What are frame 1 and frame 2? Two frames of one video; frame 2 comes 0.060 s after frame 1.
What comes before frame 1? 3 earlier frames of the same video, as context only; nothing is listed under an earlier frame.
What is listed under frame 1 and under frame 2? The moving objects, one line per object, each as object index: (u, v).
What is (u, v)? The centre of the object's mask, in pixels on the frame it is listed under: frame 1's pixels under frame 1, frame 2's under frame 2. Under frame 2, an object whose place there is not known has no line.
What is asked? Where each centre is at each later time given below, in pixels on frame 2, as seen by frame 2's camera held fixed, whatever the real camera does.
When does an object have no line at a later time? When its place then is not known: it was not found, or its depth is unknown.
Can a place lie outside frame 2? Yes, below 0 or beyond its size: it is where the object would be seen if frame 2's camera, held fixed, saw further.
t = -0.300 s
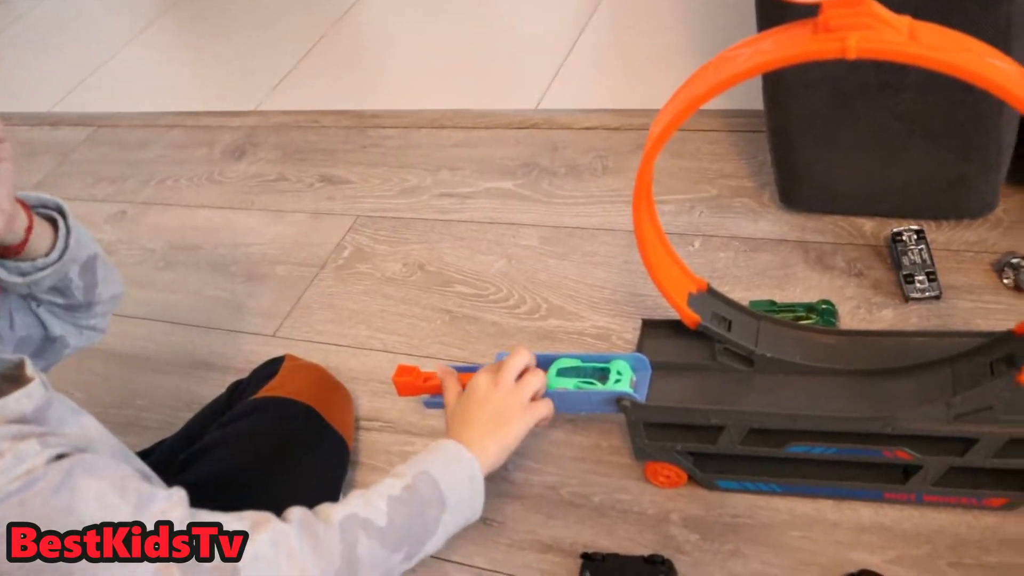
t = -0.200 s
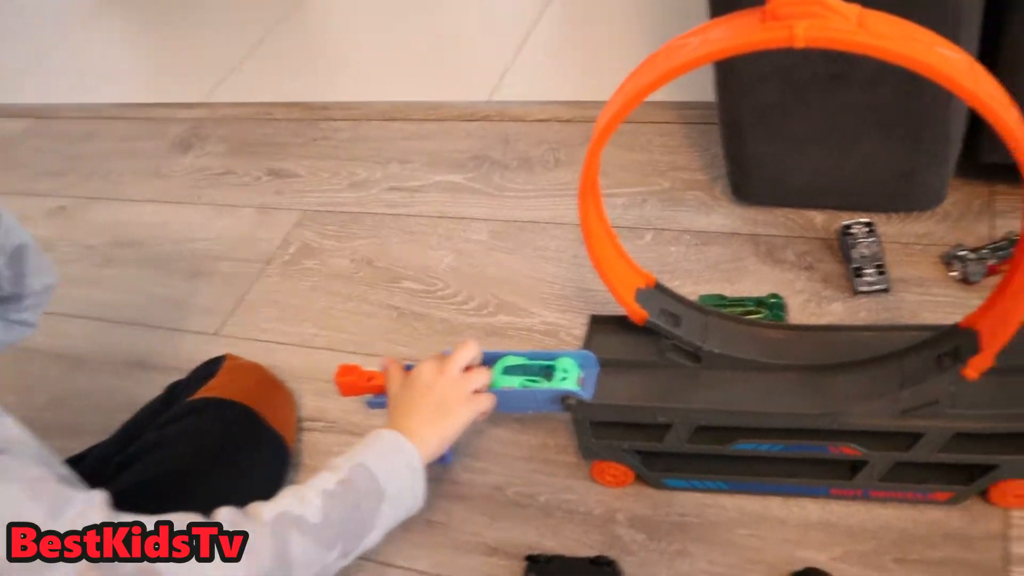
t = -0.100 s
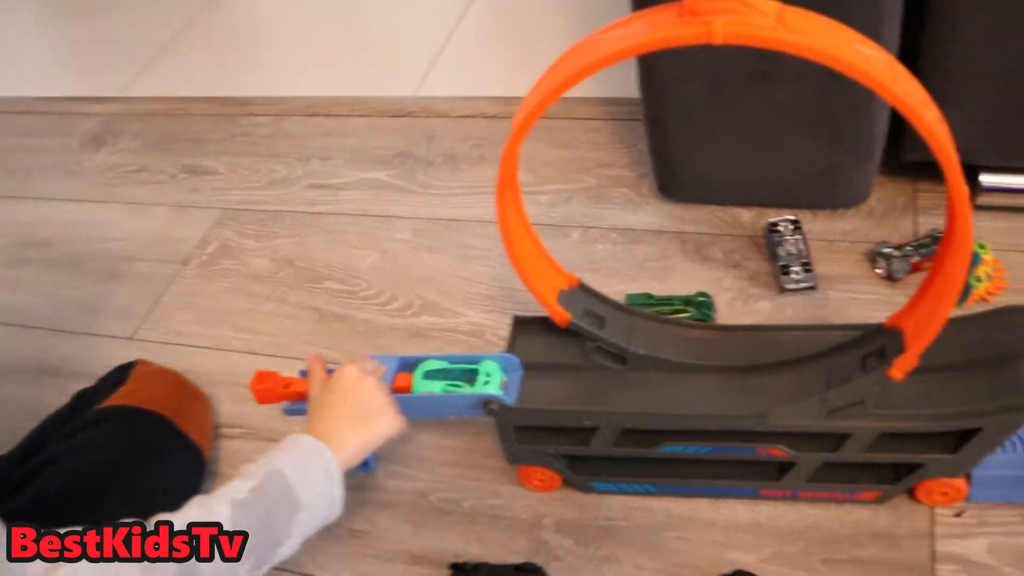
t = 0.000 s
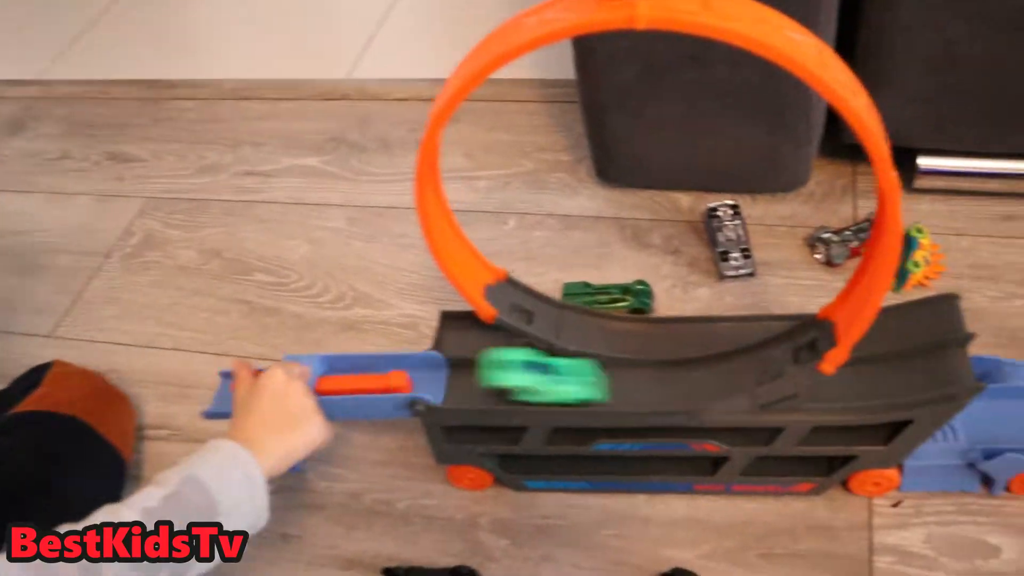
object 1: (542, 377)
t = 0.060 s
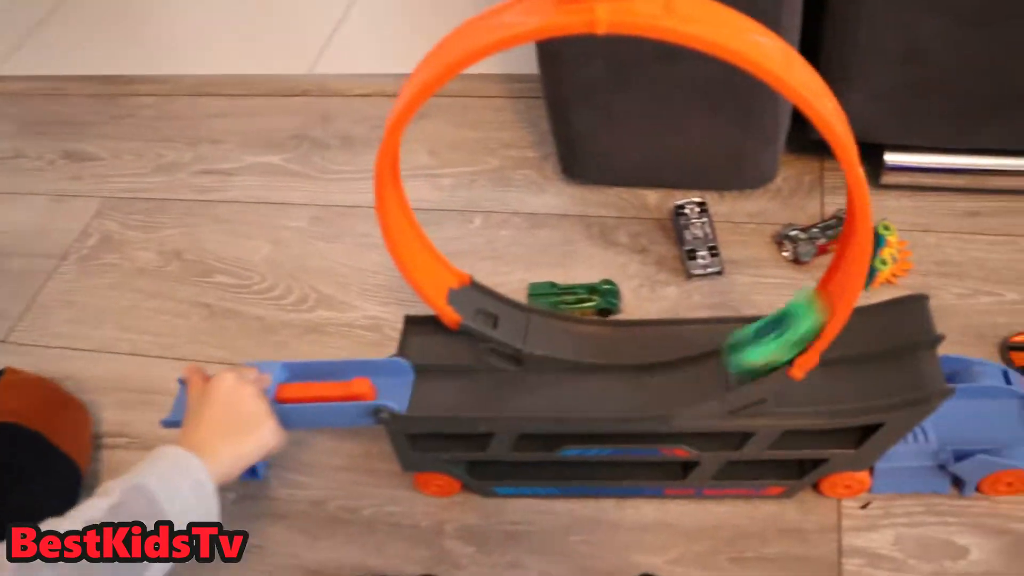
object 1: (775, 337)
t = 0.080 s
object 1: (824, 287)
